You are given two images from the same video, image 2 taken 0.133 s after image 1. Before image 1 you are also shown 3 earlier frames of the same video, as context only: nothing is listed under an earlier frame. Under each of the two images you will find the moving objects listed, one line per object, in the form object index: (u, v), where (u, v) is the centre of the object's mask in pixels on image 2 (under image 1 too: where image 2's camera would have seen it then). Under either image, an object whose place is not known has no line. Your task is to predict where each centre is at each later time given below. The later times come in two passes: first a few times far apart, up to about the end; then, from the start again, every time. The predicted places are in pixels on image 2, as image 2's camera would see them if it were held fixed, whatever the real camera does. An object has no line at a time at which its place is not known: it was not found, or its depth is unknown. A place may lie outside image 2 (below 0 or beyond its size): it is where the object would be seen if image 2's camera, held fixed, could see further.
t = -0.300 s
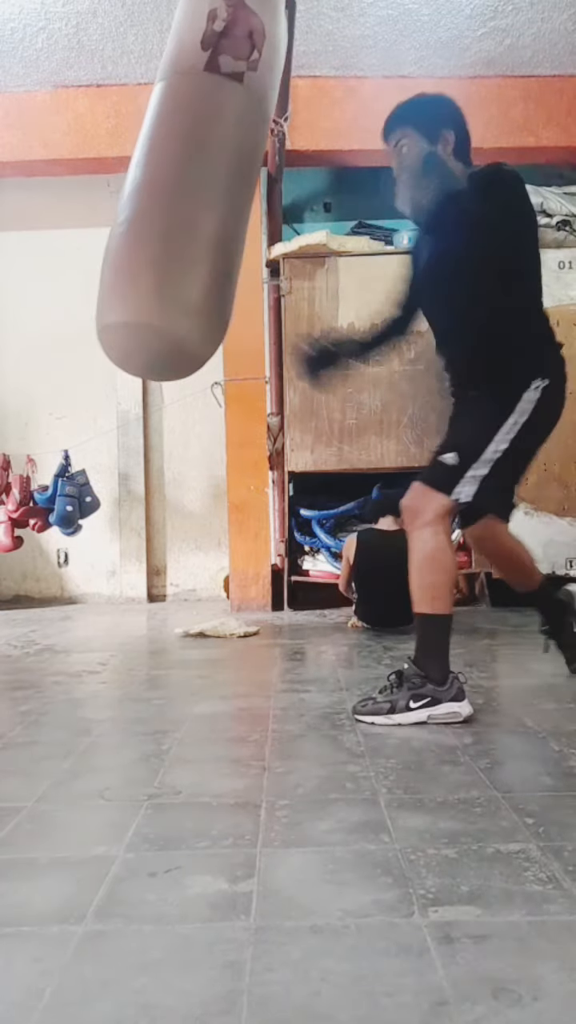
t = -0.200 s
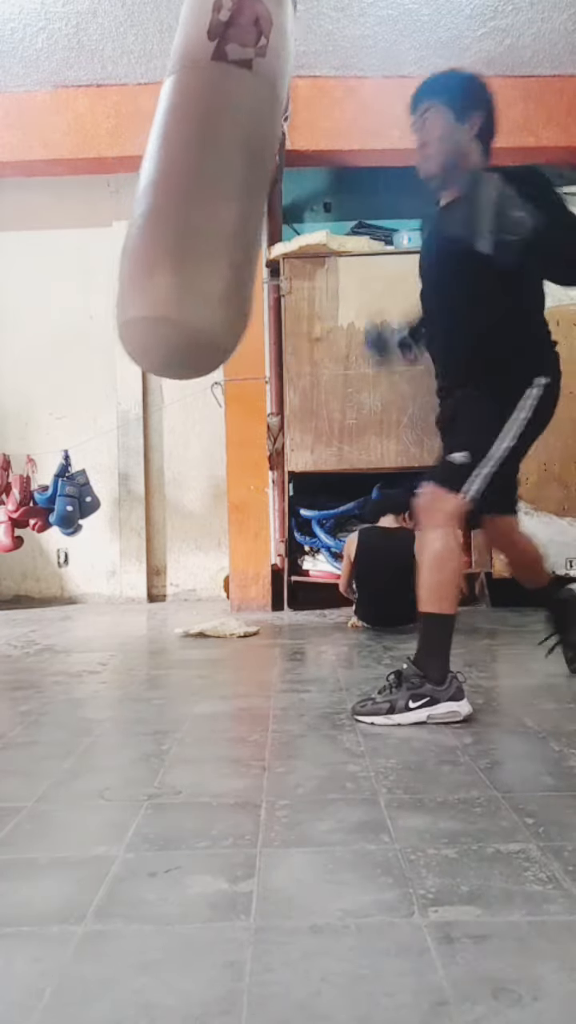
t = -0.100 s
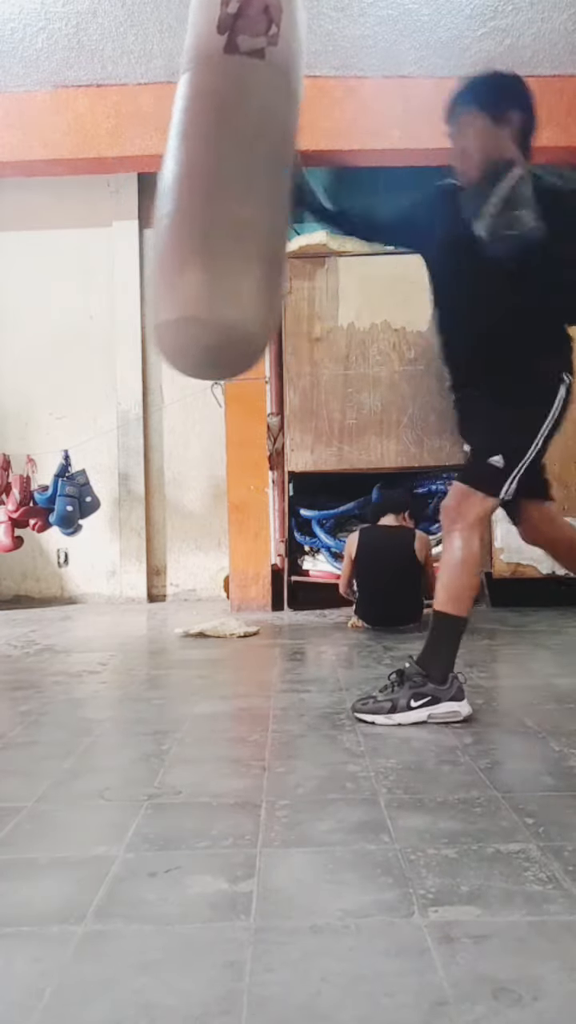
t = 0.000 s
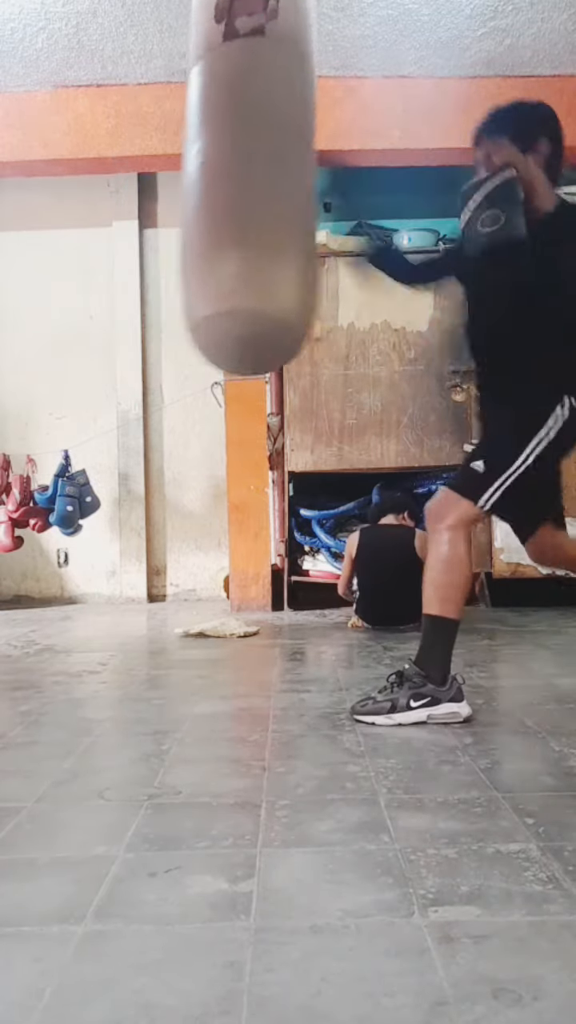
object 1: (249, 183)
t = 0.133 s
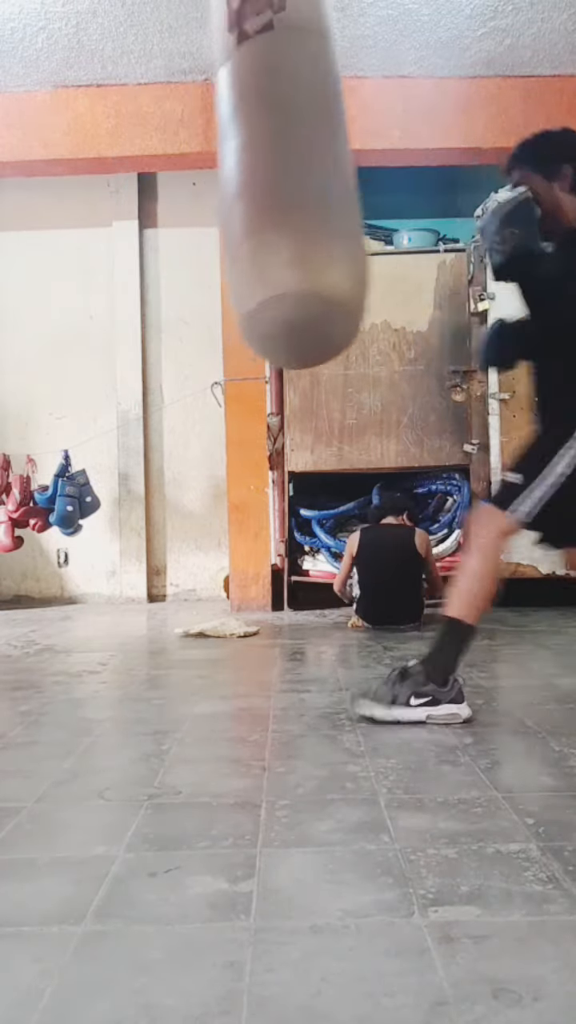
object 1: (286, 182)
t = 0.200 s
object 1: (306, 182)
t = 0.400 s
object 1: (351, 185)
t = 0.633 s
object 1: (360, 190)
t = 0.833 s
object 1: (345, 199)
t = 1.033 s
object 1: (307, 204)
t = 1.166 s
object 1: (282, 205)
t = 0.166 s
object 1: (296, 181)
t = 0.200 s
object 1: (306, 182)
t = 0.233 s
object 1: (315, 183)
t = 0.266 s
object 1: (324, 182)
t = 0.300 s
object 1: (332, 183)
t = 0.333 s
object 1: (339, 183)
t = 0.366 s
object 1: (346, 183)
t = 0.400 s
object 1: (351, 185)
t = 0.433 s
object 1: (356, 185)
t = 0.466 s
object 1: (357, 184)
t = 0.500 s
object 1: (360, 187)
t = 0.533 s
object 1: (361, 187)
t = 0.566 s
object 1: (361, 188)
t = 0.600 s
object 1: (361, 189)
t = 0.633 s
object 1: (360, 190)
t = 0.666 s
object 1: (359, 193)
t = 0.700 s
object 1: (358, 195)
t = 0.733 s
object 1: (356, 197)
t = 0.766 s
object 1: (352, 196)
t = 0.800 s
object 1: (349, 198)
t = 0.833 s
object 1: (345, 199)
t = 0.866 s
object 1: (339, 200)
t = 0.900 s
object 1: (334, 201)
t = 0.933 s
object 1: (327, 202)
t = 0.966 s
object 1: (321, 202)
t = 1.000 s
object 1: (314, 204)
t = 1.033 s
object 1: (307, 204)
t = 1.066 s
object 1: (300, 204)
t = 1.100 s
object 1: (294, 205)
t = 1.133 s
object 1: (288, 205)
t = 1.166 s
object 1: (282, 205)
